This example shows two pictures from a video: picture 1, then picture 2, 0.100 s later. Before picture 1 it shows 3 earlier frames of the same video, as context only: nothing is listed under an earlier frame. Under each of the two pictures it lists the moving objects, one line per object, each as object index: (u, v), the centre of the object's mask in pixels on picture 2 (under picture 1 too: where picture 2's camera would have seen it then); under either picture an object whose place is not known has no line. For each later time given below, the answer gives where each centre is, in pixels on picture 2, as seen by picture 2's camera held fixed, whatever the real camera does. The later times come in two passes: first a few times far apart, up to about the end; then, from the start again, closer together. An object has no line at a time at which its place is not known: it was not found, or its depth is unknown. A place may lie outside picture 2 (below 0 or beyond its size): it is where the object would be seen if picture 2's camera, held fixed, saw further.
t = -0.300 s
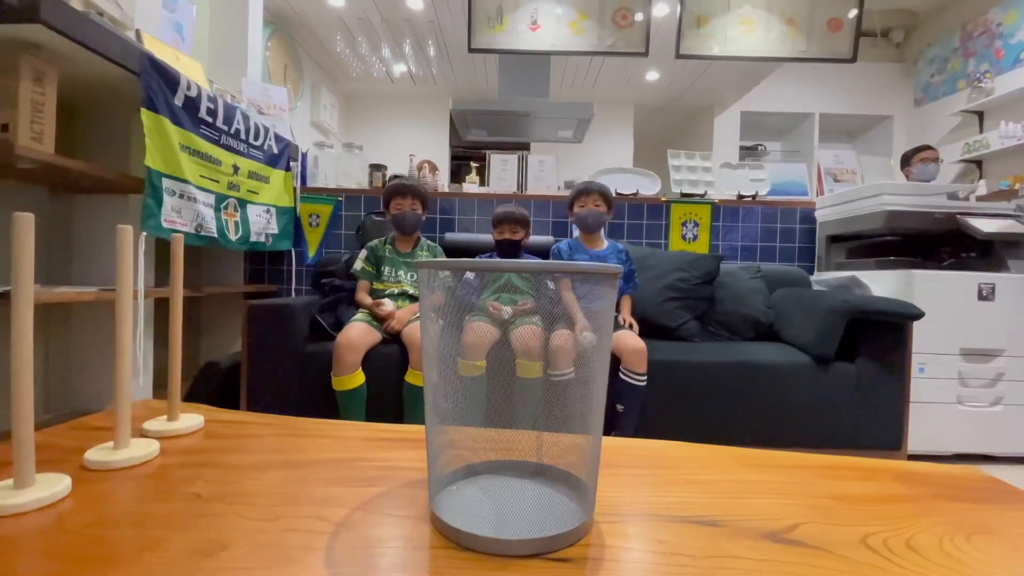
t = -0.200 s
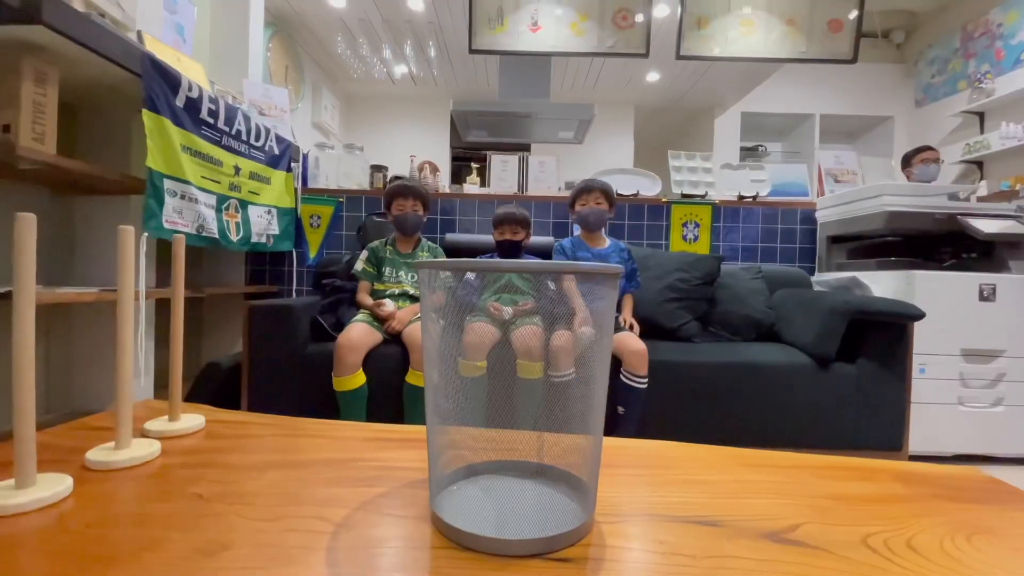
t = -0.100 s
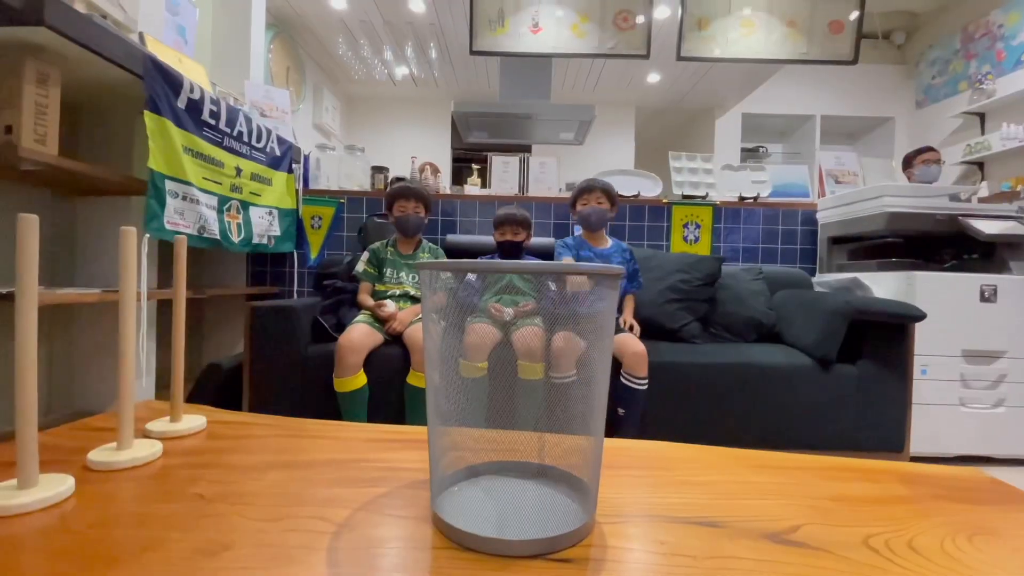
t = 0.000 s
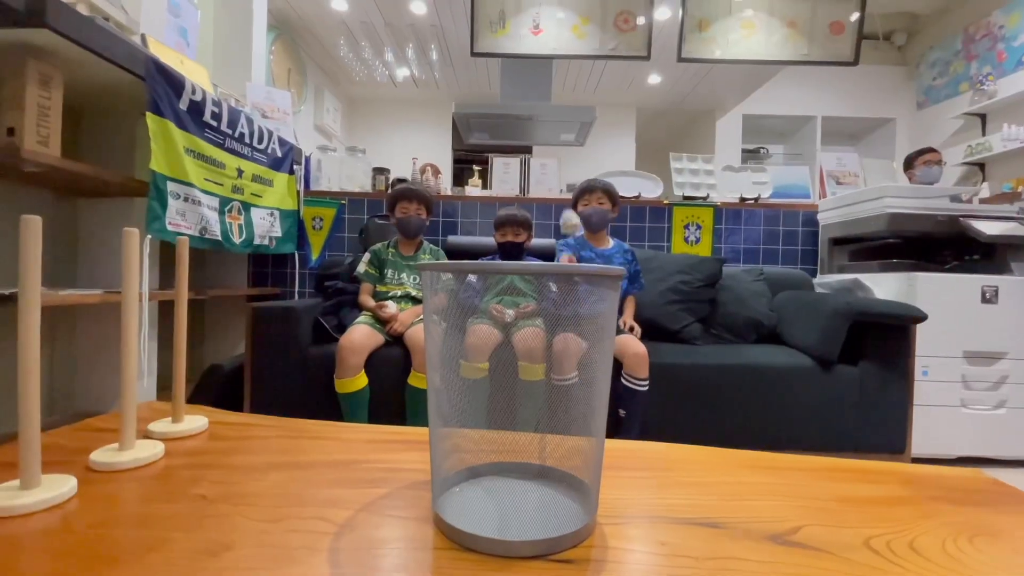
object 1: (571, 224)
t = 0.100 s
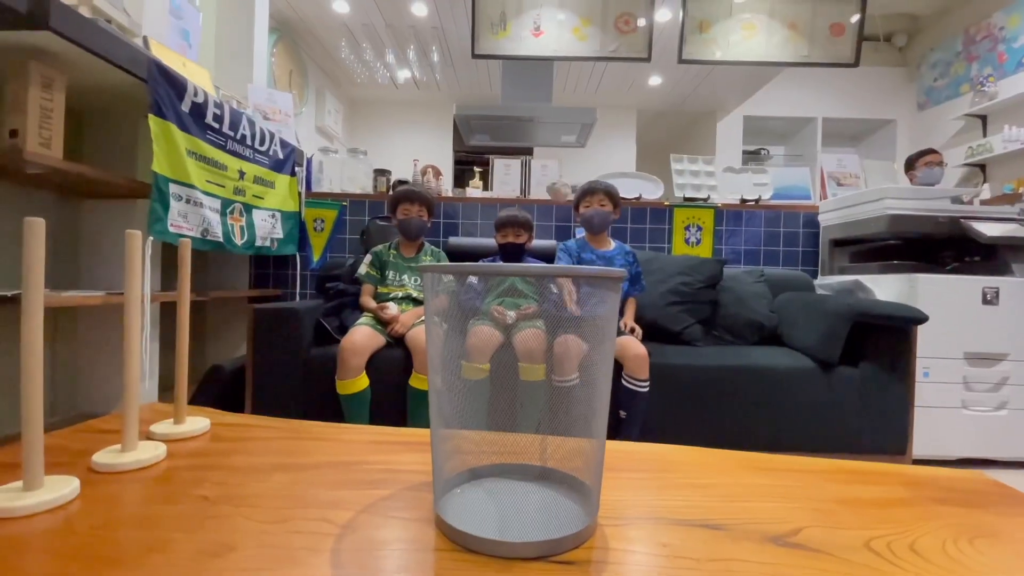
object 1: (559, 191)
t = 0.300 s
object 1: (519, 245)
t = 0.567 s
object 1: (494, 240)
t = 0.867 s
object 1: (554, 438)
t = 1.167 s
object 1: (529, 478)
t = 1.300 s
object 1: (511, 484)
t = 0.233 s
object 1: (535, 203)
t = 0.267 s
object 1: (528, 219)
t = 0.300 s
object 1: (519, 245)
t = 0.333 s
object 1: (513, 244)
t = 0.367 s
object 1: (511, 226)
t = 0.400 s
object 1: (509, 213)
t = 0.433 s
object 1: (507, 205)
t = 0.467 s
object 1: (504, 202)
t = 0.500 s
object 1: (502, 207)
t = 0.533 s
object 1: (496, 217)
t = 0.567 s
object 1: (494, 240)
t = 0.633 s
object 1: (479, 309)
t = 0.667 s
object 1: (478, 362)
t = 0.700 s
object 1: (489, 404)
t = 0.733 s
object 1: (501, 452)
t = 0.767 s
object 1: (509, 511)
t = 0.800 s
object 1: (527, 477)
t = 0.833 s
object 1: (541, 455)
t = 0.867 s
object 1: (554, 438)
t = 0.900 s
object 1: (568, 431)
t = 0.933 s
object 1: (577, 431)
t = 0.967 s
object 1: (573, 428)
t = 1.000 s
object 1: (565, 432)
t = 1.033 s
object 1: (556, 441)
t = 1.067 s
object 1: (545, 474)
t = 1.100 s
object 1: (536, 485)
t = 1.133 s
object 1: (532, 481)
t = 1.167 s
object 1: (529, 478)
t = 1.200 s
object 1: (525, 479)
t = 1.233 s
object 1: (522, 483)
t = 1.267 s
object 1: (517, 486)
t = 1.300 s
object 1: (511, 484)
